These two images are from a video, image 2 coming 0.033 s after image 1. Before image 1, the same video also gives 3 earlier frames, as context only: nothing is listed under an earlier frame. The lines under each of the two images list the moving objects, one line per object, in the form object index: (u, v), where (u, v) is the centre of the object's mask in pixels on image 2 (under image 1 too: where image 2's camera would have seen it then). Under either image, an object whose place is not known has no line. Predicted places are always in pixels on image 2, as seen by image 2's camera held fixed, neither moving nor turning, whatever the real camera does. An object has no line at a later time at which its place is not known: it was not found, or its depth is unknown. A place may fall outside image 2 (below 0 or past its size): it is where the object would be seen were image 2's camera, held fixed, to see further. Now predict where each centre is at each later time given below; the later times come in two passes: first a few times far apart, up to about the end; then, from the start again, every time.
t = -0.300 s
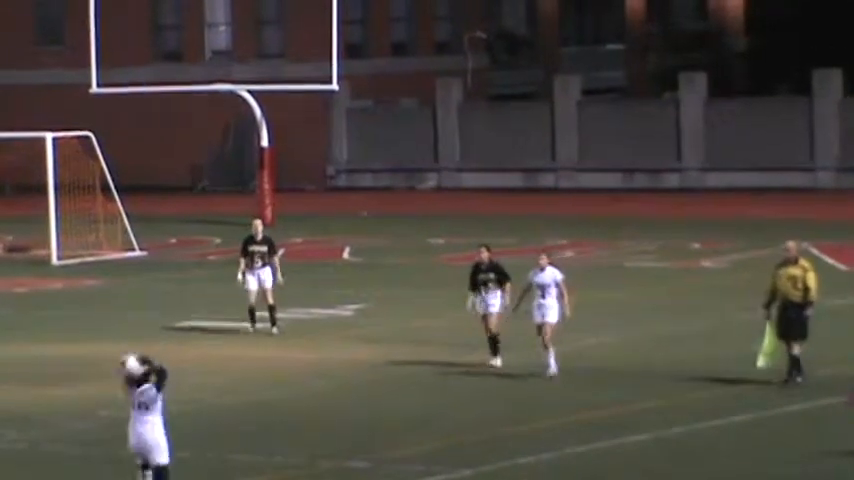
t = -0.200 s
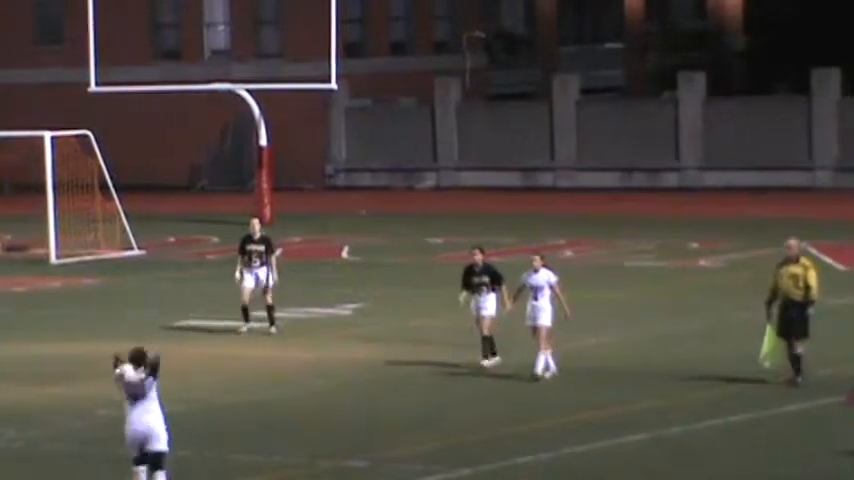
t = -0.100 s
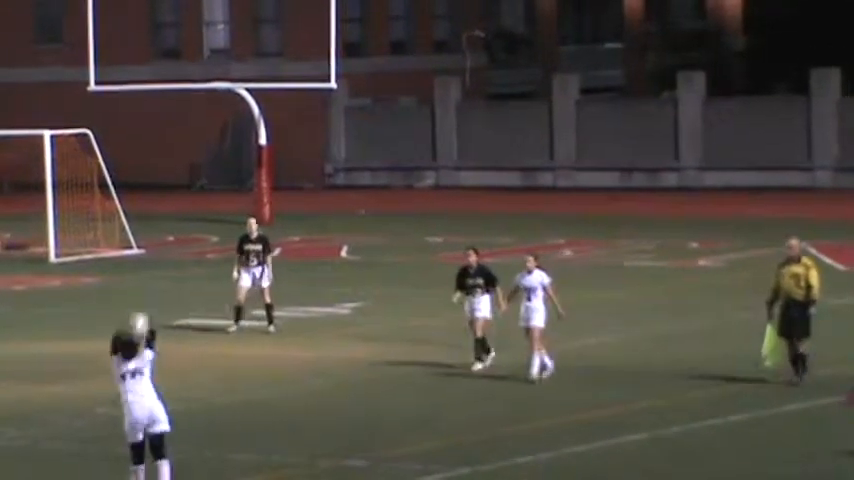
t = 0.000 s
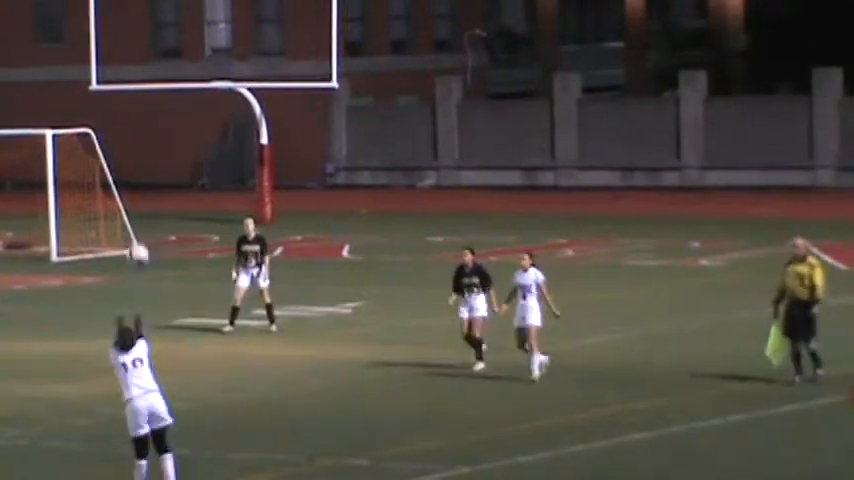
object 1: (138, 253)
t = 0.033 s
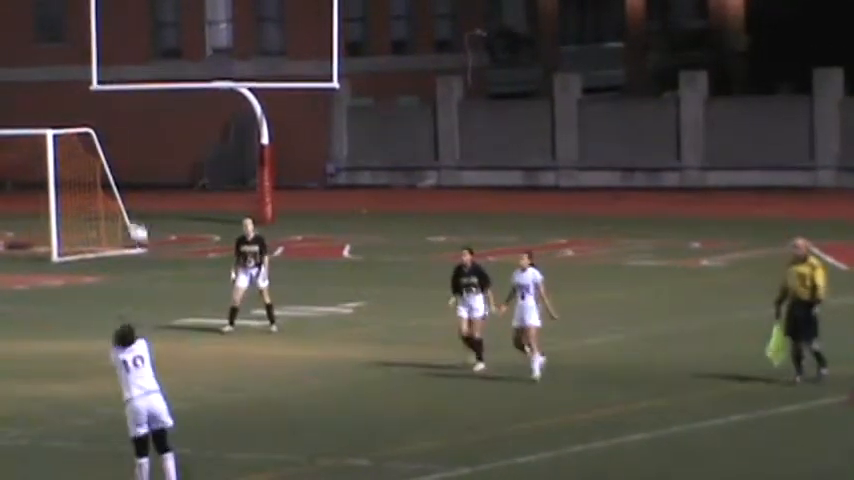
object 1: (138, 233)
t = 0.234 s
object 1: (126, 146)
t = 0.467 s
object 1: (122, 105)
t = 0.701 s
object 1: (126, 117)
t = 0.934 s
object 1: (134, 170)
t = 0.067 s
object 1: (134, 215)
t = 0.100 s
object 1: (130, 198)
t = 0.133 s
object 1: (128, 183)
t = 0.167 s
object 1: (129, 170)
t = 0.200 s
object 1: (126, 158)
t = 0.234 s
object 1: (126, 146)
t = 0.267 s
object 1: (125, 137)
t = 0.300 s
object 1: (123, 129)
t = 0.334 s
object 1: (123, 122)
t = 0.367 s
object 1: (123, 117)
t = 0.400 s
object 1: (122, 112)
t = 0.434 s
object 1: (121, 107)
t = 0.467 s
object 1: (122, 105)
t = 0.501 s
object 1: (123, 104)
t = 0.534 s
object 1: (124, 104)
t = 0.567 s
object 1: (126, 105)
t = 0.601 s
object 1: (126, 106)
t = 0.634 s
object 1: (126, 109)
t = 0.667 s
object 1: (126, 113)
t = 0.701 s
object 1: (126, 117)
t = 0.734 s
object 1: (128, 123)
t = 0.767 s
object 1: (128, 128)
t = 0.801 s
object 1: (129, 135)
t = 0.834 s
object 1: (130, 143)
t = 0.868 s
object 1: (131, 152)
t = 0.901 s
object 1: (132, 161)
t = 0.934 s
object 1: (134, 170)
